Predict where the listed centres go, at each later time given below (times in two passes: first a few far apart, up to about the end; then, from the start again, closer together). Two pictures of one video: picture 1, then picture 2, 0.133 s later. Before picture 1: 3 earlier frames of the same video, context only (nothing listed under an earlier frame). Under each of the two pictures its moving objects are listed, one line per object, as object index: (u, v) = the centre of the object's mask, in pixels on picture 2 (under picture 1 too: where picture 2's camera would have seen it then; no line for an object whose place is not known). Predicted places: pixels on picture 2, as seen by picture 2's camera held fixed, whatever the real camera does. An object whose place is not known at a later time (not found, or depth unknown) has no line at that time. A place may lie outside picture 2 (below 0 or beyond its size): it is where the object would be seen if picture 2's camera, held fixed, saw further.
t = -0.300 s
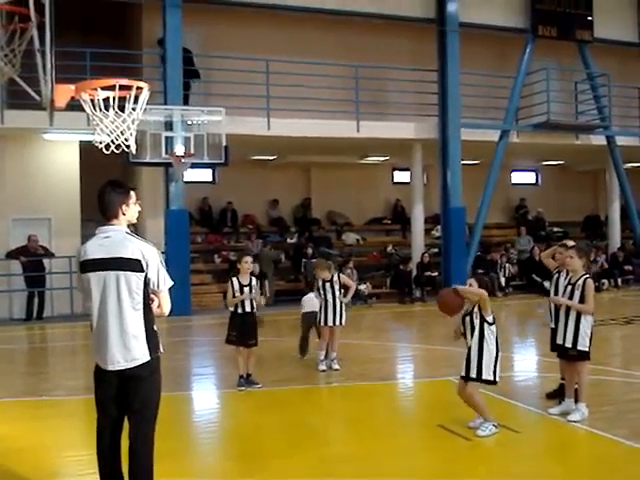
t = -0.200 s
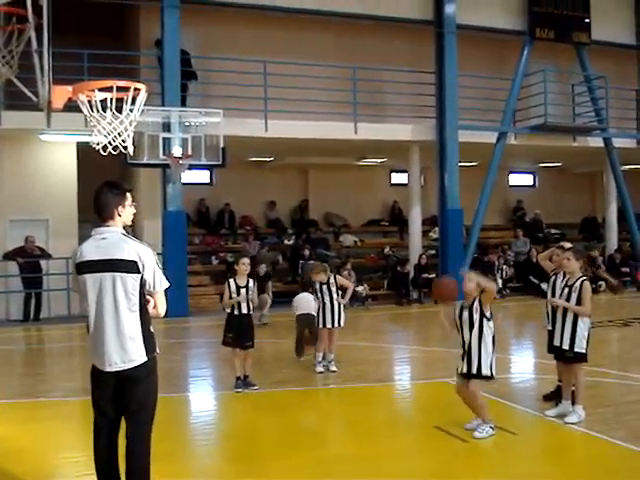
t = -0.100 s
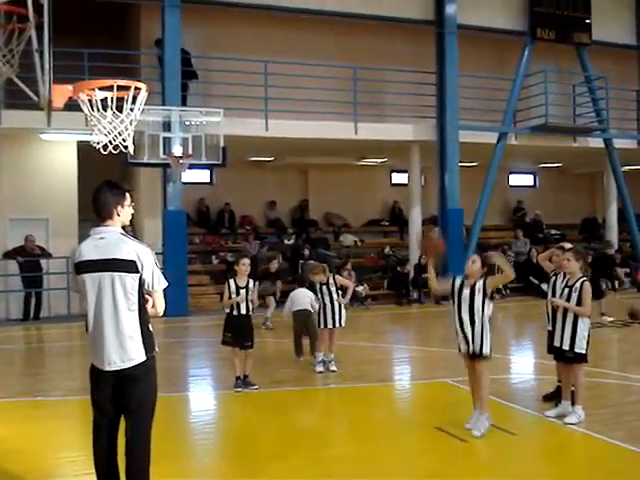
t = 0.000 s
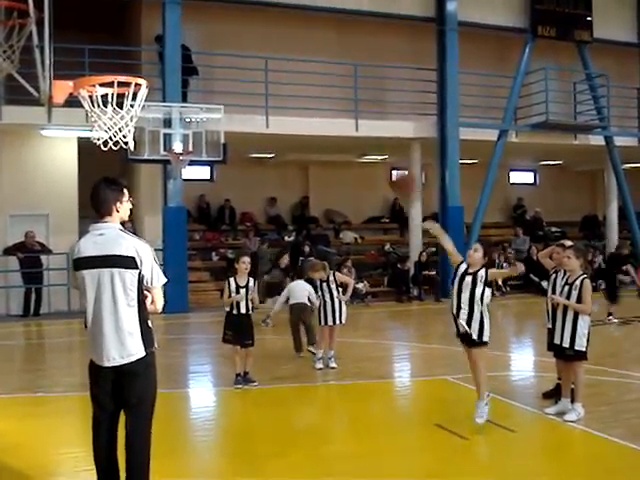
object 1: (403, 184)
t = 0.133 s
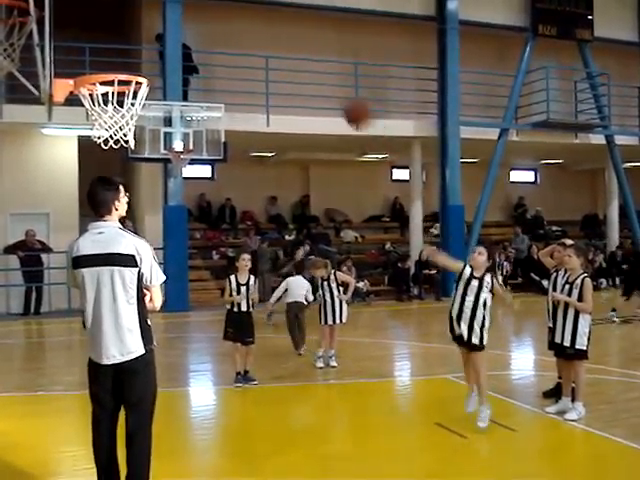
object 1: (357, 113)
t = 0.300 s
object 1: (299, 63)
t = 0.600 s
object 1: (190, 62)
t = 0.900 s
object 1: (259, 141)
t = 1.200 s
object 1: (371, 320)
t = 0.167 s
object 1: (345, 101)
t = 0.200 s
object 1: (335, 90)
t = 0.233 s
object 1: (321, 79)
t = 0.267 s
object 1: (310, 71)
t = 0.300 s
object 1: (299, 63)
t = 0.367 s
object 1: (276, 53)
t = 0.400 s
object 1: (264, 49)
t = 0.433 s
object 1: (252, 48)
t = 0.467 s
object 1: (240, 48)
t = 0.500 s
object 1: (226, 49)
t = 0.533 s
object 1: (214, 53)
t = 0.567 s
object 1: (201, 57)
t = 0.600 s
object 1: (190, 62)
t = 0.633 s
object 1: (178, 70)
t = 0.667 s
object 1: (165, 79)
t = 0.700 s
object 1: (173, 83)
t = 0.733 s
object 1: (187, 90)
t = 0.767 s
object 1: (200, 95)
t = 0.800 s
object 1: (216, 106)
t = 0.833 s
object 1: (231, 116)
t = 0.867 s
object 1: (245, 128)
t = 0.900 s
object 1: (259, 141)
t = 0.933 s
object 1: (273, 156)
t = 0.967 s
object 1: (282, 171)
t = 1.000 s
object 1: (296, 190)
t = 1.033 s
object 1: (311, 209)
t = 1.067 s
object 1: (325, 226)
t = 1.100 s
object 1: (337, 248)
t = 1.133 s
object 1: (351, 268)
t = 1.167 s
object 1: (362, 294)
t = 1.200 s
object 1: (371, 320)
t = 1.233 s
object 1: (383, 343)
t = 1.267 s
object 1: (392, 369)
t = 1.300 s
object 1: (407, 399)
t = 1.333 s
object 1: (419, 429)
